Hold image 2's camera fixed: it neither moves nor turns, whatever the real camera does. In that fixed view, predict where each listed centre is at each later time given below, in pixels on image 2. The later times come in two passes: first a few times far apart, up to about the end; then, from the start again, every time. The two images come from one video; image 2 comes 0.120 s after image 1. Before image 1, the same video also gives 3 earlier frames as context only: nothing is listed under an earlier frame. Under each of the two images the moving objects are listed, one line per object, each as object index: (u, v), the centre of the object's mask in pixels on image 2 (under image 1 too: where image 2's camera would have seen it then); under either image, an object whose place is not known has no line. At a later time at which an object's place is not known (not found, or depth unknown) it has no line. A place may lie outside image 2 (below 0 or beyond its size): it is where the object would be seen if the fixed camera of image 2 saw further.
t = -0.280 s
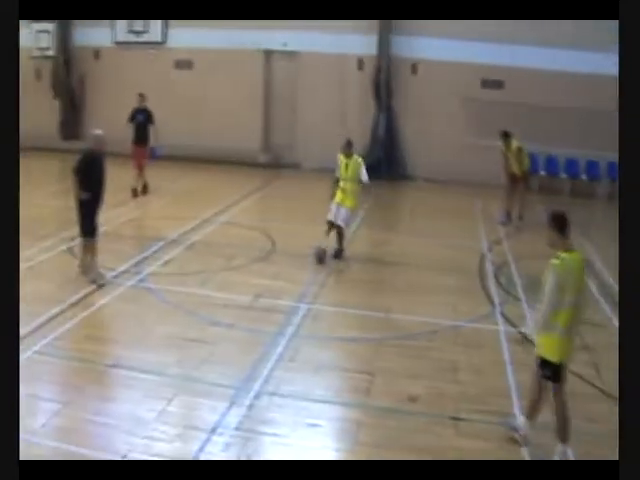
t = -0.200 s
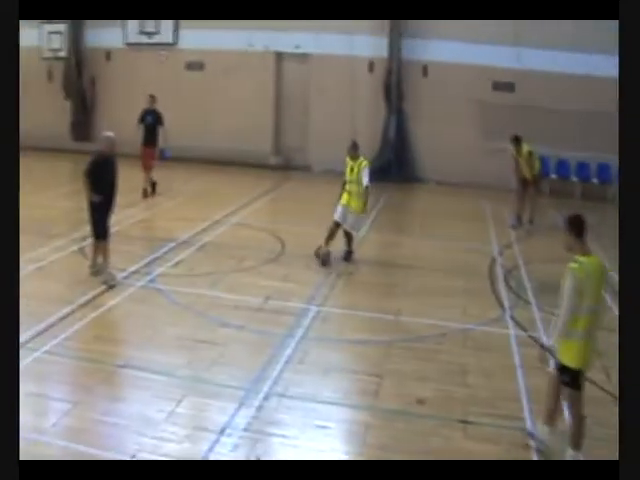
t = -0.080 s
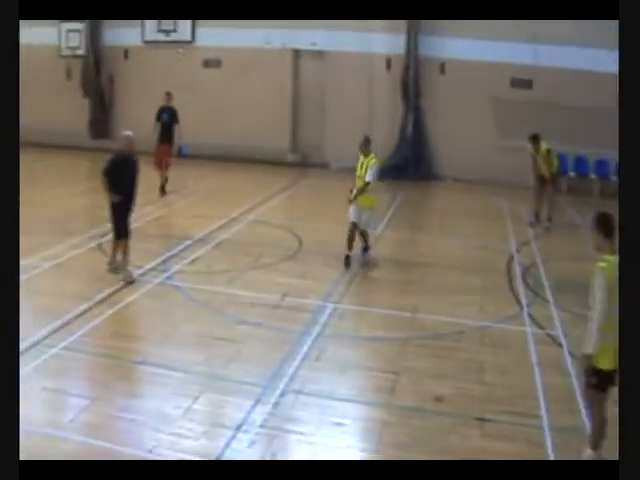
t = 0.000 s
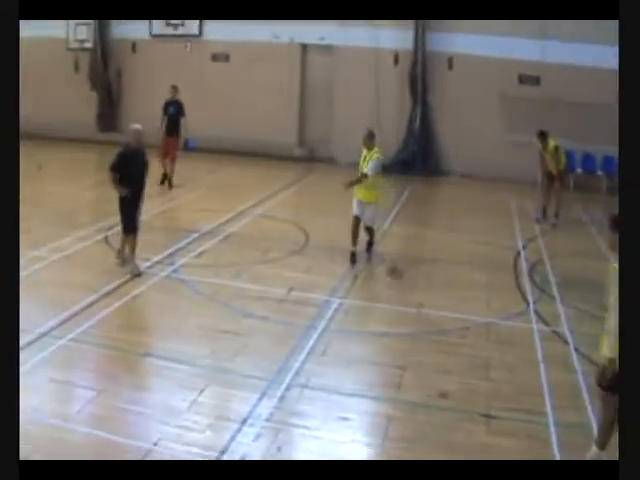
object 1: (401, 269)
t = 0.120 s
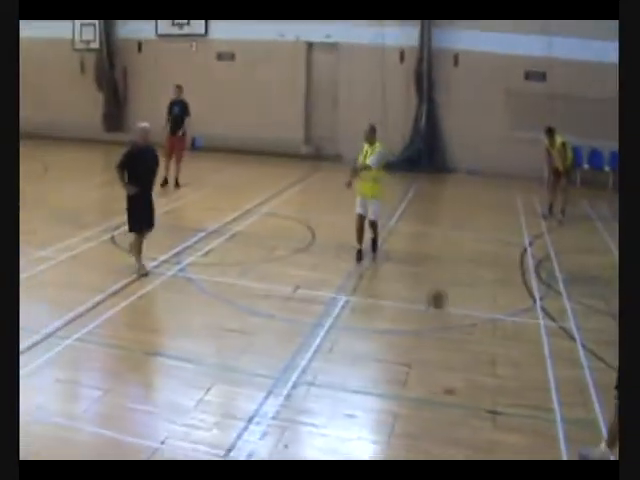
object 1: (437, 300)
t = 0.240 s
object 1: (475, 323)
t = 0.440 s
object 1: (543, 364)
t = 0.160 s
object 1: (450, 305)
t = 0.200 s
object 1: (462, 315)
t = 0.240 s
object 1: (475, 323)
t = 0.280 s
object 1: (488, 331)
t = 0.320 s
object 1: (501, 339)
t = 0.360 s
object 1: (515, 348)
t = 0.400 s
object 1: (528, 356)
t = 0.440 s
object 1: (543, 364)
